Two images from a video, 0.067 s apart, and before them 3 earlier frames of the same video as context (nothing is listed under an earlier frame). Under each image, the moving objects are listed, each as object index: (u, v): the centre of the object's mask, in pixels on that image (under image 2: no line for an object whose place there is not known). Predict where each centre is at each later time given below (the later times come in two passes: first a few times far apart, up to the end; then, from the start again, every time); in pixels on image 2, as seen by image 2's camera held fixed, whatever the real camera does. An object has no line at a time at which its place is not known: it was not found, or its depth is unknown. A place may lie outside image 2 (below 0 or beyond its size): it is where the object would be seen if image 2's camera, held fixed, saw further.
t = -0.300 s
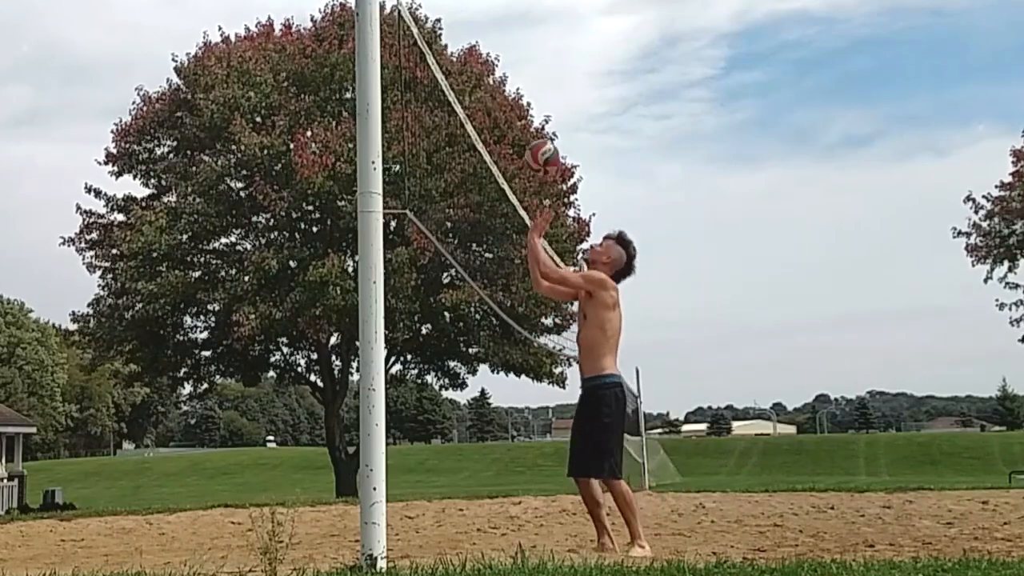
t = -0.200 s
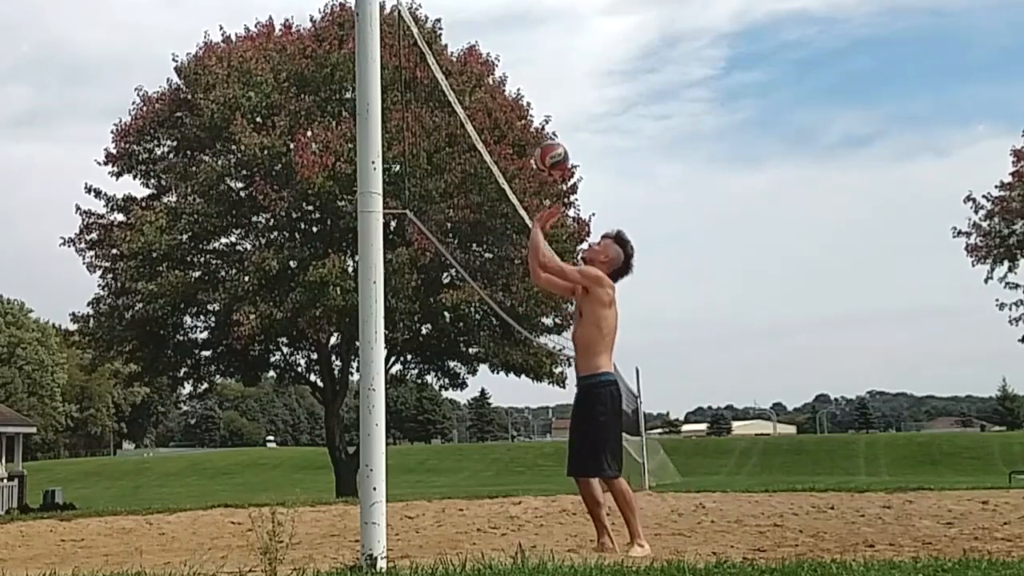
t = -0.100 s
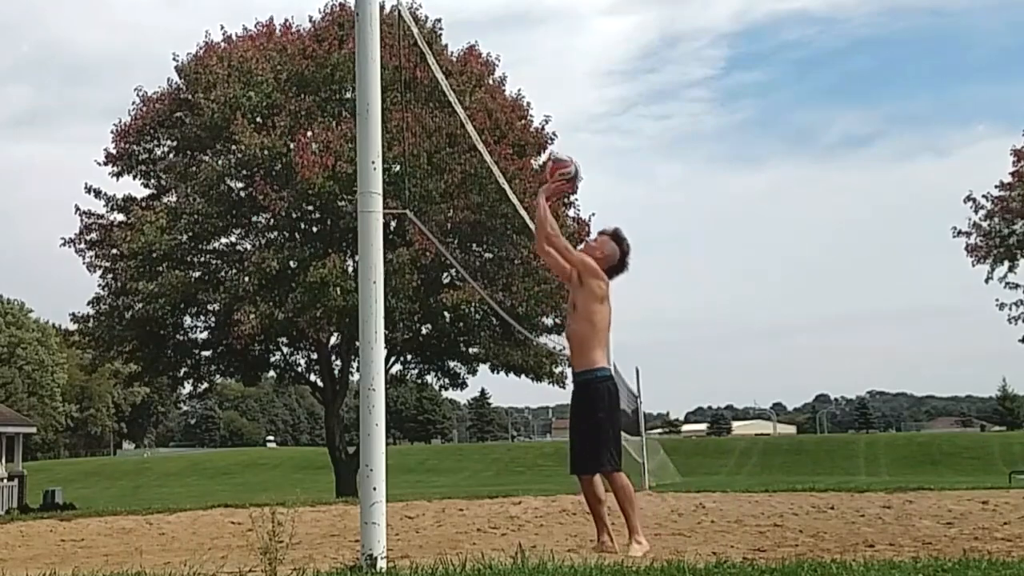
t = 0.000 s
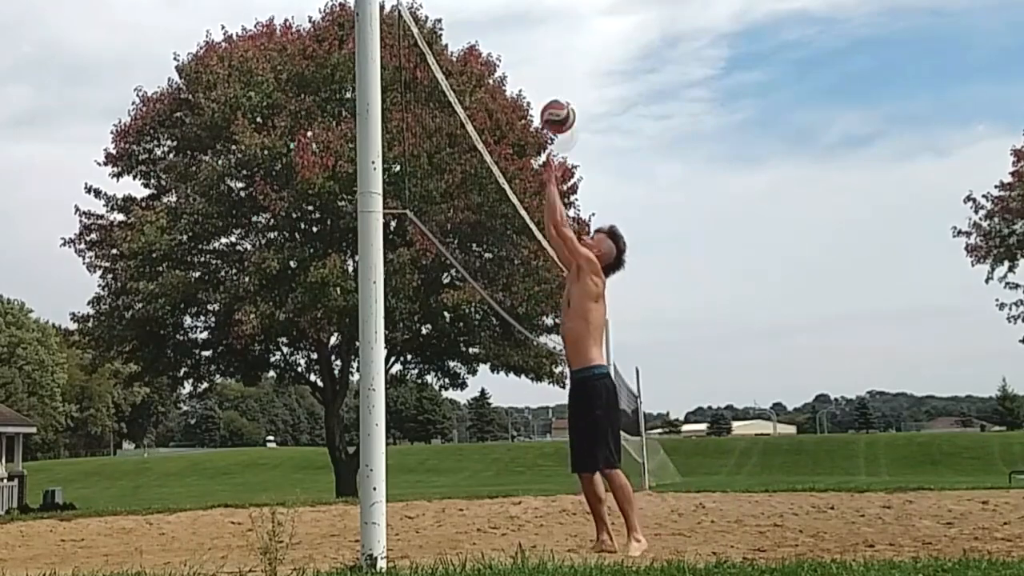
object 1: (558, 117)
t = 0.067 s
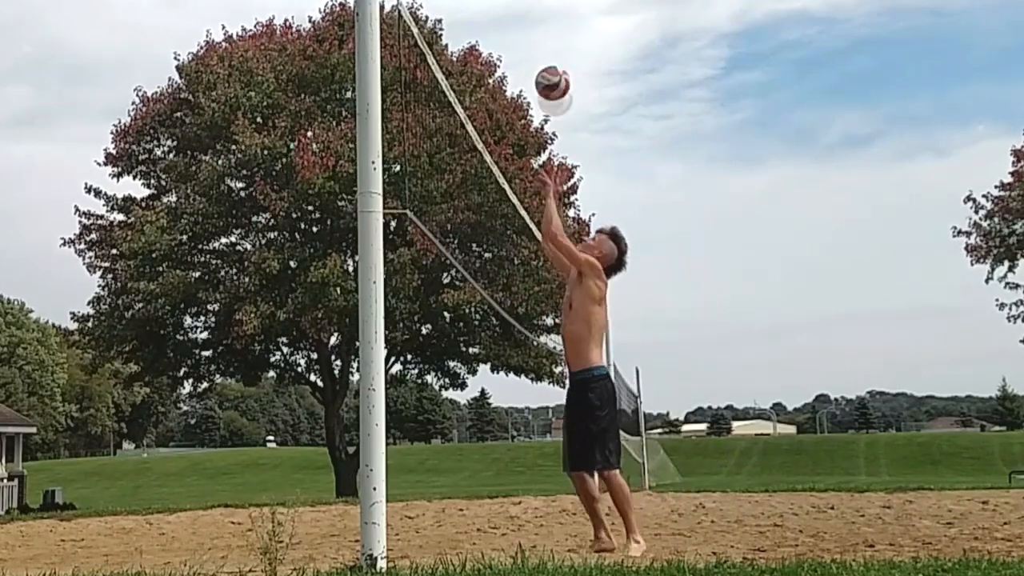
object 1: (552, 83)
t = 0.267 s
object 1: (538, 27)
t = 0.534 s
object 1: (524, 49)
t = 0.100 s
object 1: (550, 69)
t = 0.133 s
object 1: (547, 57)
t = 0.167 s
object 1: (545, 47)
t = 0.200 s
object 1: (543, 38)
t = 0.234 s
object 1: (540, 32)
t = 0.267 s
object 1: (538, 27)
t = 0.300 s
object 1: (536, 24)
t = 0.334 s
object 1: (534, 23)
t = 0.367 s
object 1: (532, 23)
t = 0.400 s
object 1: (530, 26)
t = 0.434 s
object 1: (529, 28)
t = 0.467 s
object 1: (527, 36)
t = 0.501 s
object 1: (525, 44)
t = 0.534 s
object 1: (524, 49)
